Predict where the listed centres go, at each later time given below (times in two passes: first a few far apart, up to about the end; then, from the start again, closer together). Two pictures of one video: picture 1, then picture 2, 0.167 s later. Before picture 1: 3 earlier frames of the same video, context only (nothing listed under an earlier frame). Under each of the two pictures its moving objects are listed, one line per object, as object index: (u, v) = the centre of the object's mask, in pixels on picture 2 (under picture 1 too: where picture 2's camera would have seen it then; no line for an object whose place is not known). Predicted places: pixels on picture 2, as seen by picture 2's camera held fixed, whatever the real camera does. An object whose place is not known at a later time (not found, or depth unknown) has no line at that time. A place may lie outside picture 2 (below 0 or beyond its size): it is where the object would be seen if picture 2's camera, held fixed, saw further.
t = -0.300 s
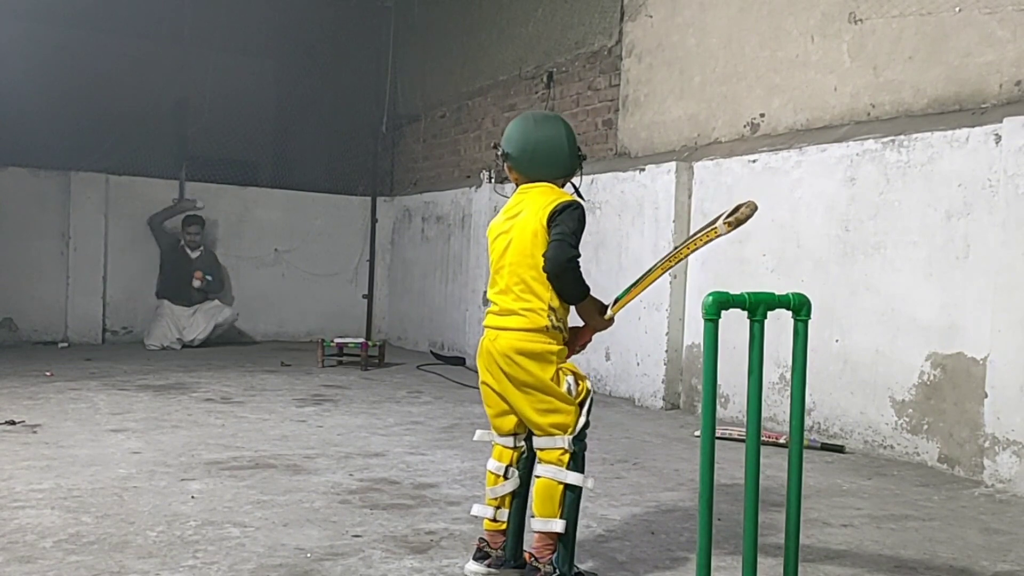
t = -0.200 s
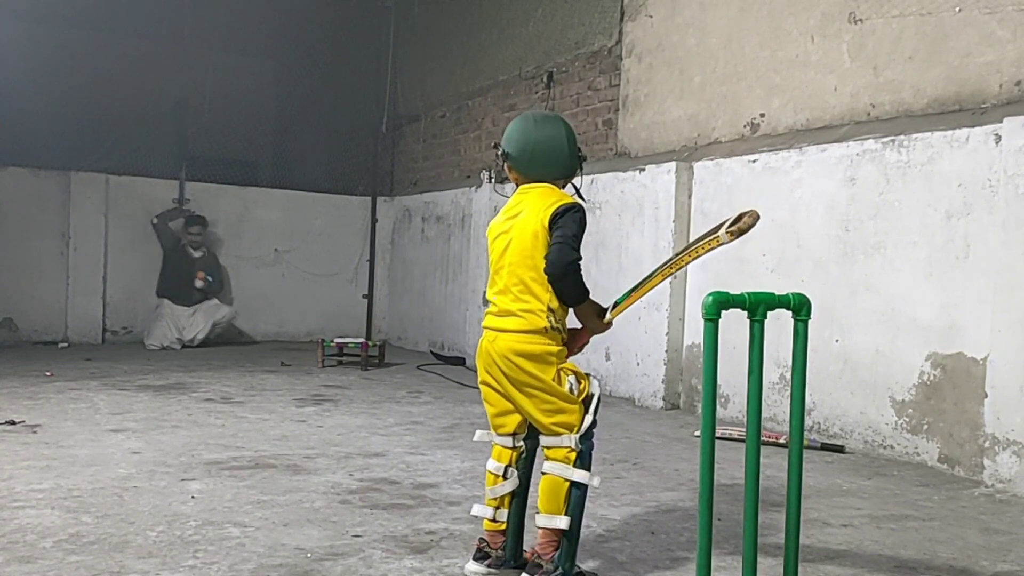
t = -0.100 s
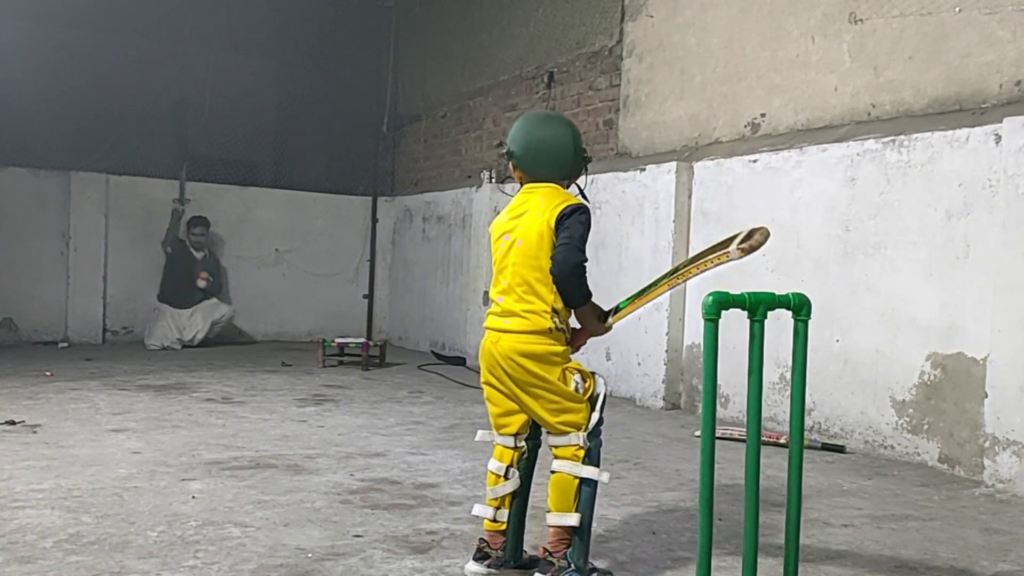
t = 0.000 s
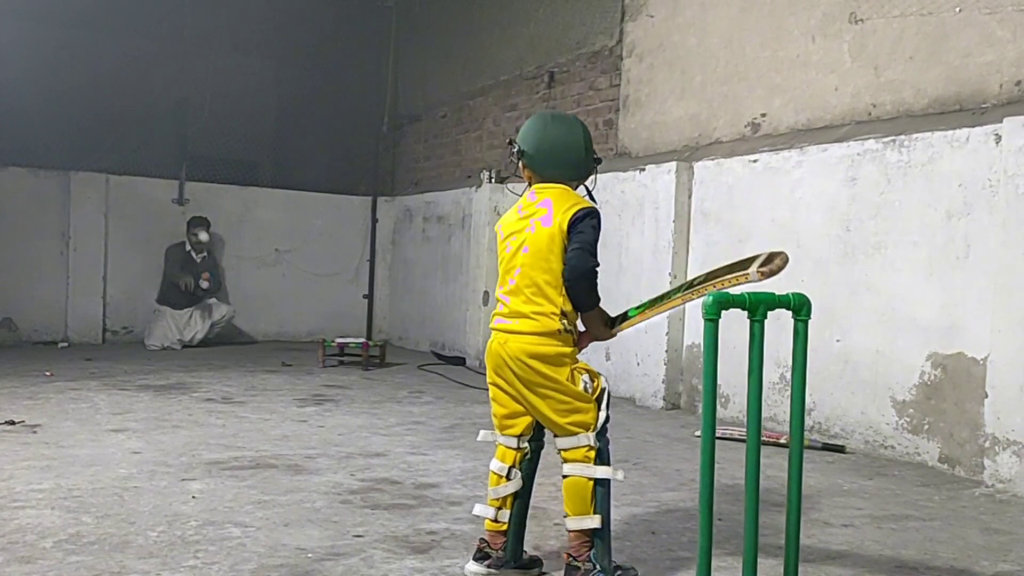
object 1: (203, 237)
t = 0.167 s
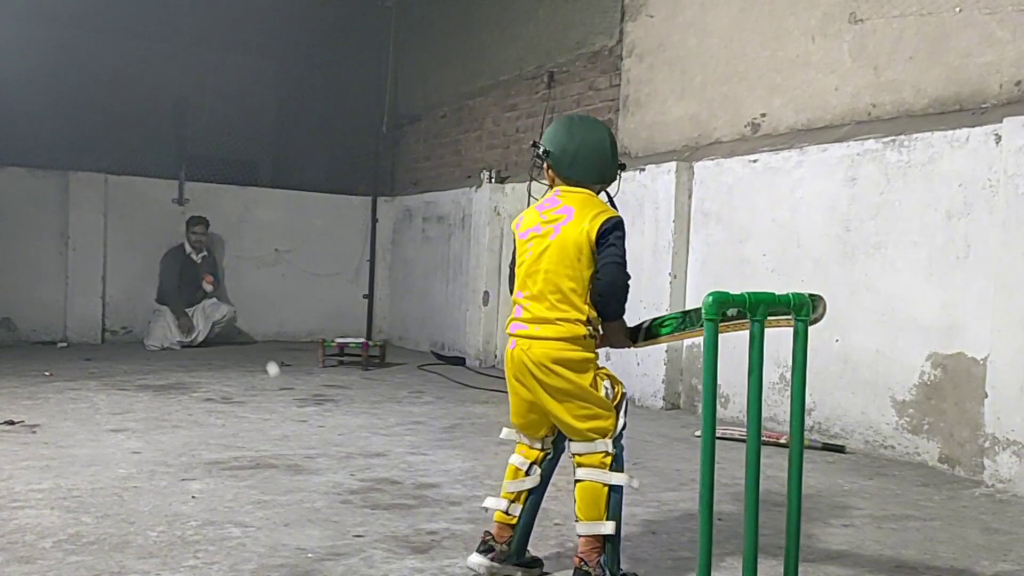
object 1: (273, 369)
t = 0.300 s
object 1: (325, 331)
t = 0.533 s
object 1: (454, 272)
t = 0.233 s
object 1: (299, 361)
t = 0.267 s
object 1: (312, 345)
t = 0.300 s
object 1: (325, 331)
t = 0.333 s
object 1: (340, 317)
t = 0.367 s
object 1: (355, 305)
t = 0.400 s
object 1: (371, 295)
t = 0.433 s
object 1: (390, 286)
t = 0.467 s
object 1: (409, 279)
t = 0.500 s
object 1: (430, 274)
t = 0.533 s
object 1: (454, 272)
